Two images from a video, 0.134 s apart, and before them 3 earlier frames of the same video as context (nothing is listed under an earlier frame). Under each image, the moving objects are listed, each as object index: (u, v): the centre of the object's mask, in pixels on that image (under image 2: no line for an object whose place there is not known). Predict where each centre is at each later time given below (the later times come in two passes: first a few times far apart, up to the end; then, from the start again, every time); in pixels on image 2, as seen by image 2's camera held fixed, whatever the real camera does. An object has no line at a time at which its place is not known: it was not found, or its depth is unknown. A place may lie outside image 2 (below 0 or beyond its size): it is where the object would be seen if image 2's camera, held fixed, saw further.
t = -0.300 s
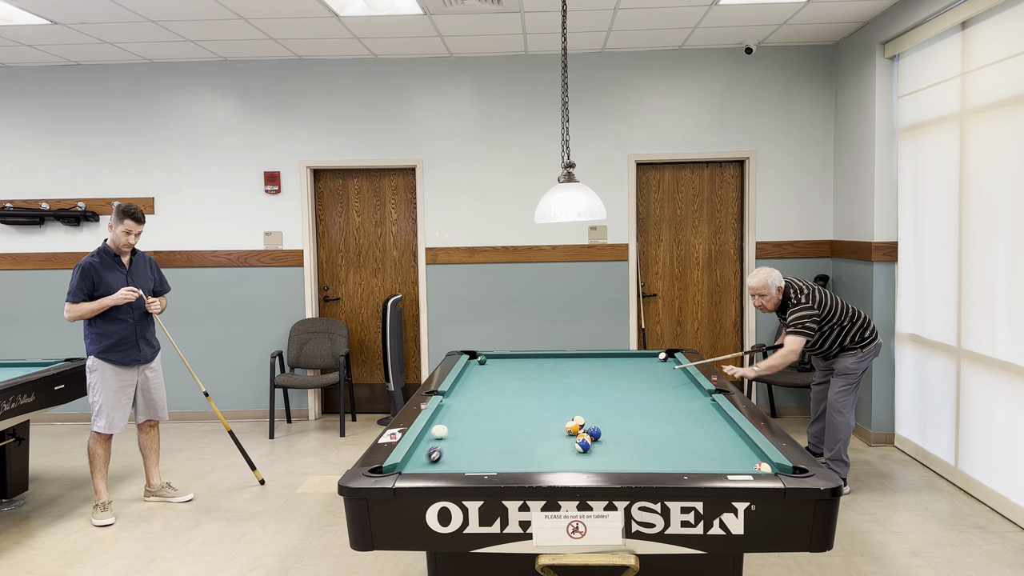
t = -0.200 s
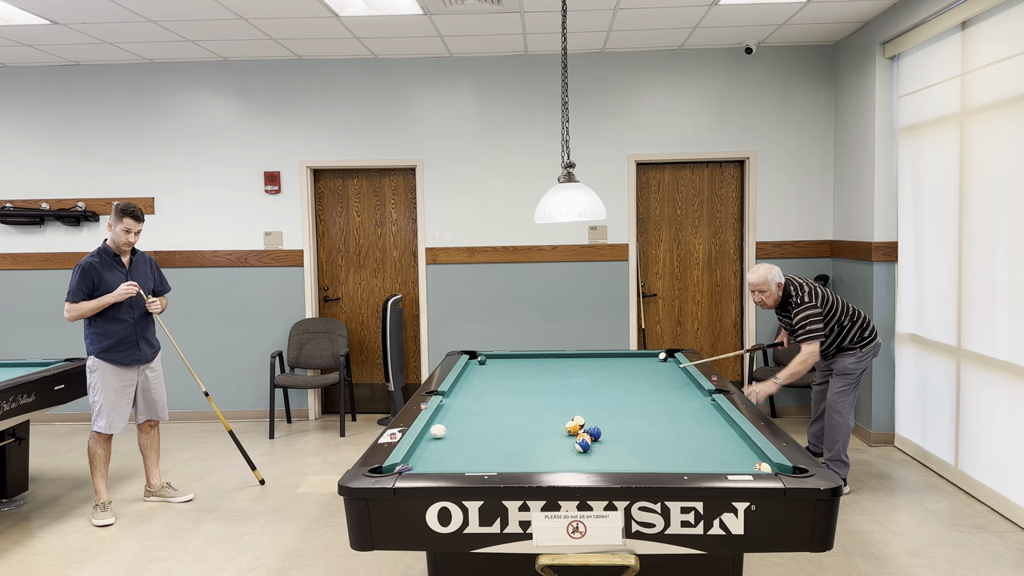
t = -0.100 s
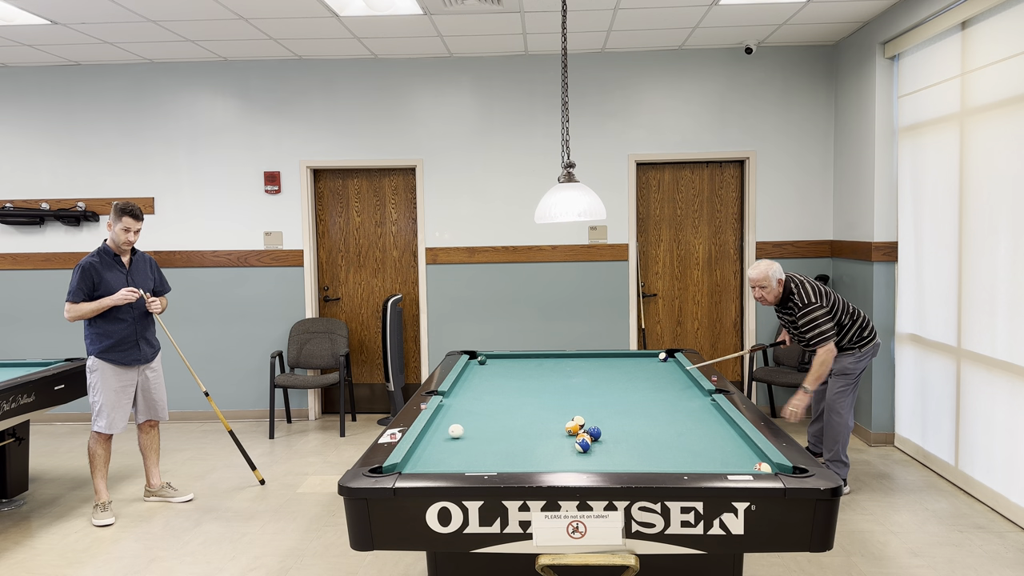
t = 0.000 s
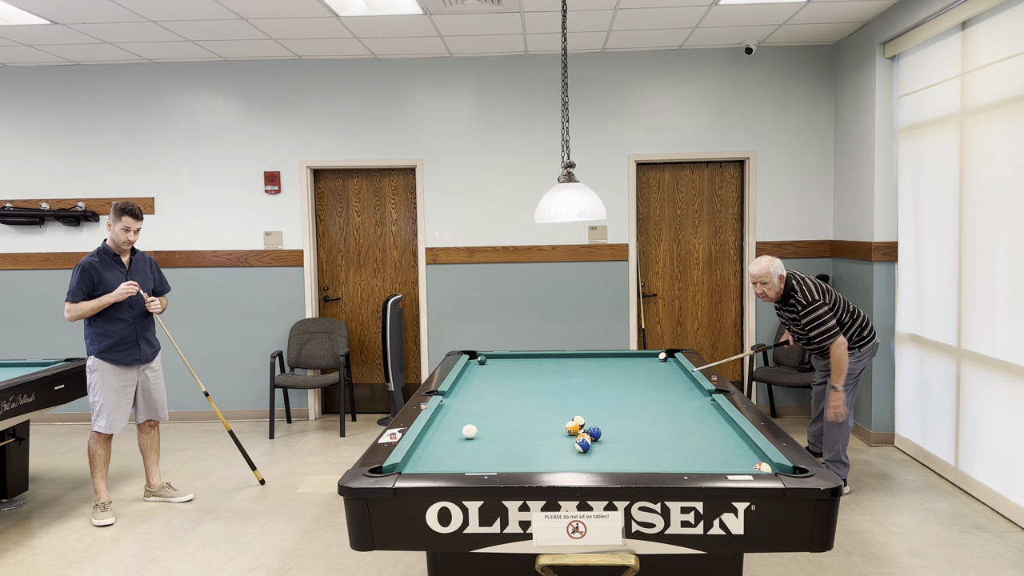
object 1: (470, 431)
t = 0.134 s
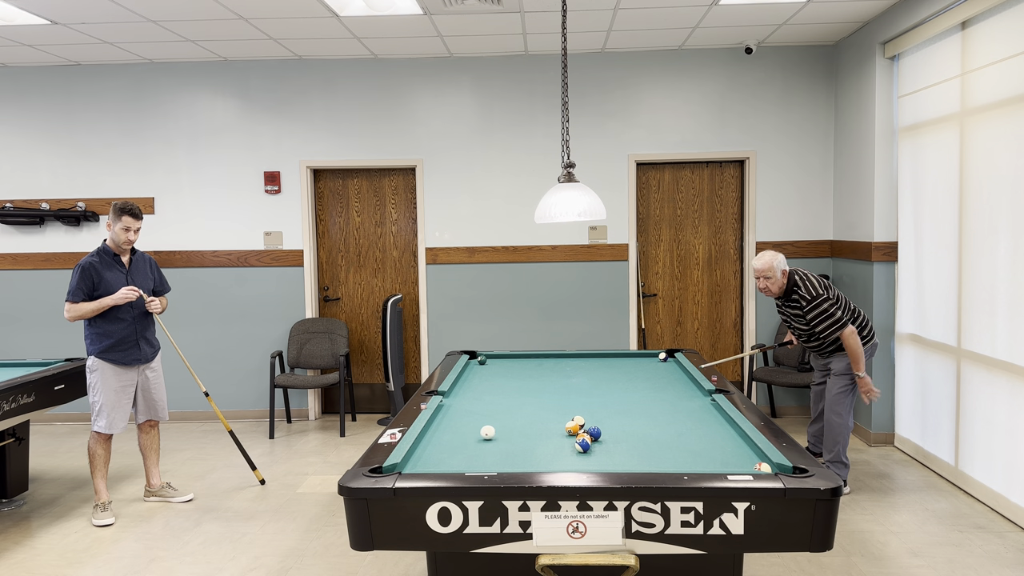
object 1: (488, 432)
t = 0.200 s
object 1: (497, 432)
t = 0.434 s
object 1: (527, 434)
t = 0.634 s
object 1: (554, 435)
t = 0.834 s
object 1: (569, 436)
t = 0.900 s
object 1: (570, 436)
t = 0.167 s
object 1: (492, 432)
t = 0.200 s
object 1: (497, 432)
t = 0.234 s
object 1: (501, 432)
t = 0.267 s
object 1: (505, 433)
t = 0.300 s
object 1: (510, 433)
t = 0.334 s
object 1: (514, 433)
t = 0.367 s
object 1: (519, 433)
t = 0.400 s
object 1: (523, 433)
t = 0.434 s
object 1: (527, 434)
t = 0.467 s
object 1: (532, 434)
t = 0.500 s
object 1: (536, 434)
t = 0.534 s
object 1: (541, 434)
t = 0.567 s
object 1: (545, 435)
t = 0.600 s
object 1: (549, 435)
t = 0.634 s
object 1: (554, 435)
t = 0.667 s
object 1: (558, 435)
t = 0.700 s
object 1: (562, 435)
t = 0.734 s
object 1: (566, 436)
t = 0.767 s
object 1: (569, 436)
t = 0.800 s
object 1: (569, 436)
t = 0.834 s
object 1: (569, 436)
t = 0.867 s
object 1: (570, 436)
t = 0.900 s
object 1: (570, 436)
